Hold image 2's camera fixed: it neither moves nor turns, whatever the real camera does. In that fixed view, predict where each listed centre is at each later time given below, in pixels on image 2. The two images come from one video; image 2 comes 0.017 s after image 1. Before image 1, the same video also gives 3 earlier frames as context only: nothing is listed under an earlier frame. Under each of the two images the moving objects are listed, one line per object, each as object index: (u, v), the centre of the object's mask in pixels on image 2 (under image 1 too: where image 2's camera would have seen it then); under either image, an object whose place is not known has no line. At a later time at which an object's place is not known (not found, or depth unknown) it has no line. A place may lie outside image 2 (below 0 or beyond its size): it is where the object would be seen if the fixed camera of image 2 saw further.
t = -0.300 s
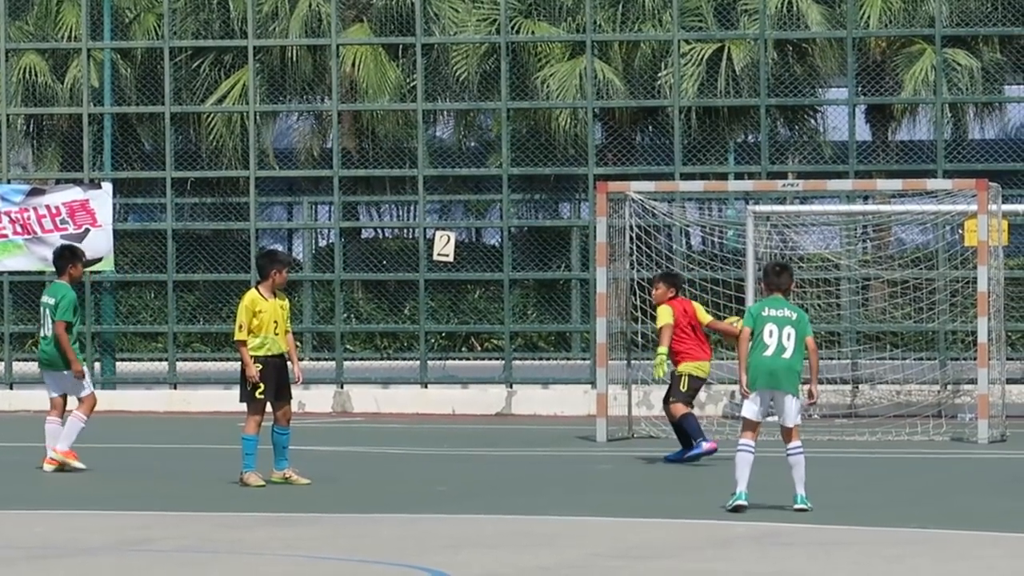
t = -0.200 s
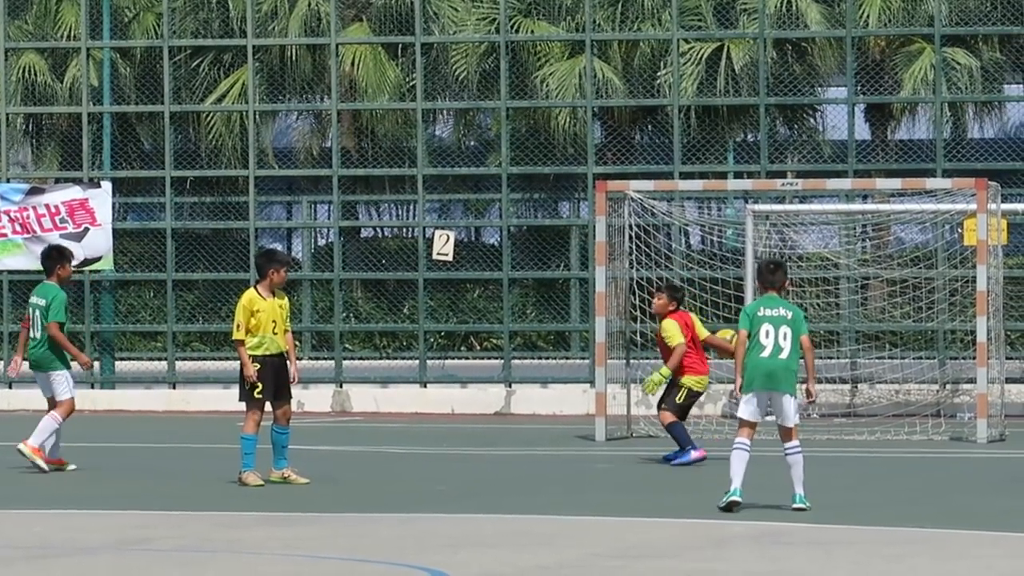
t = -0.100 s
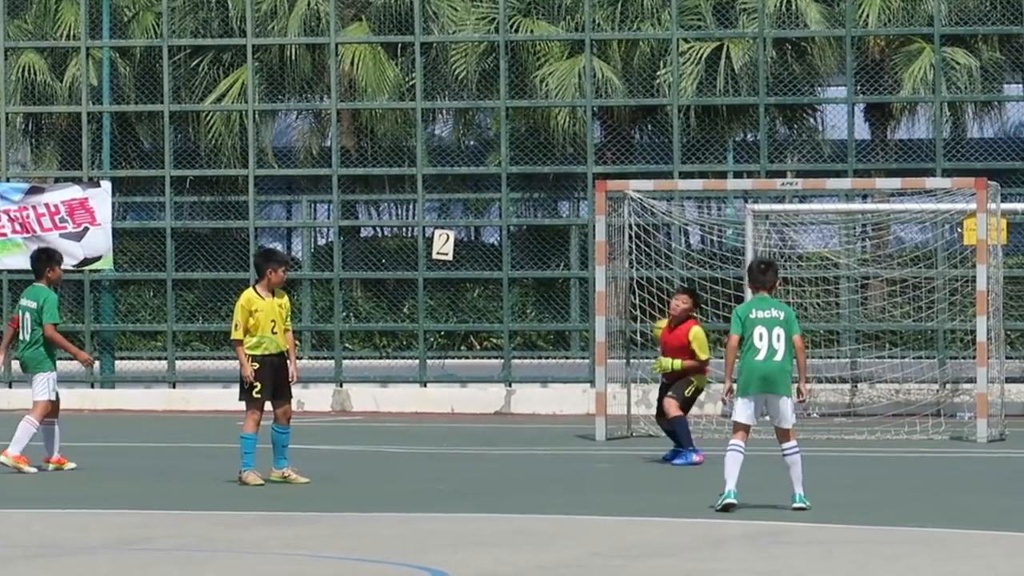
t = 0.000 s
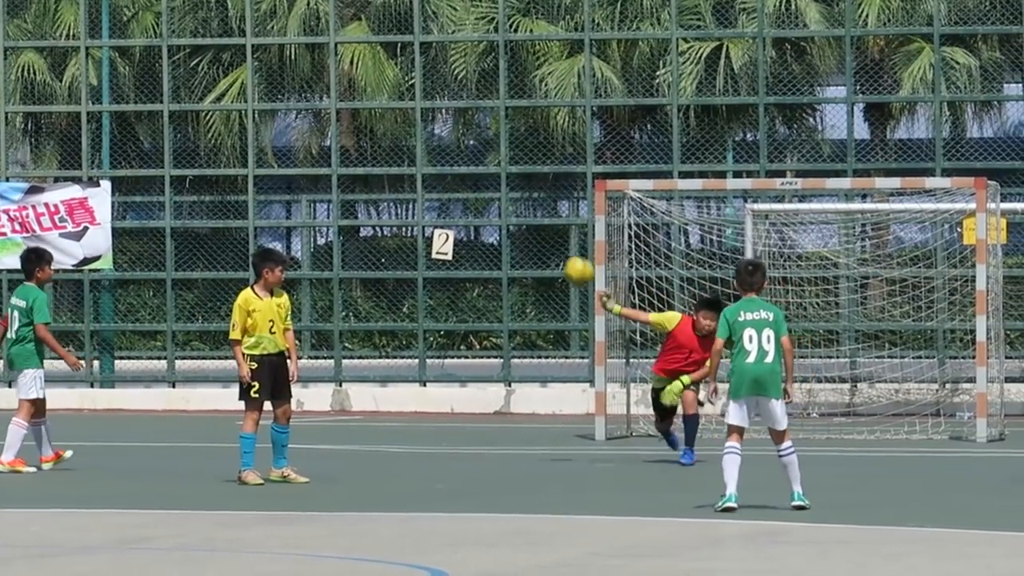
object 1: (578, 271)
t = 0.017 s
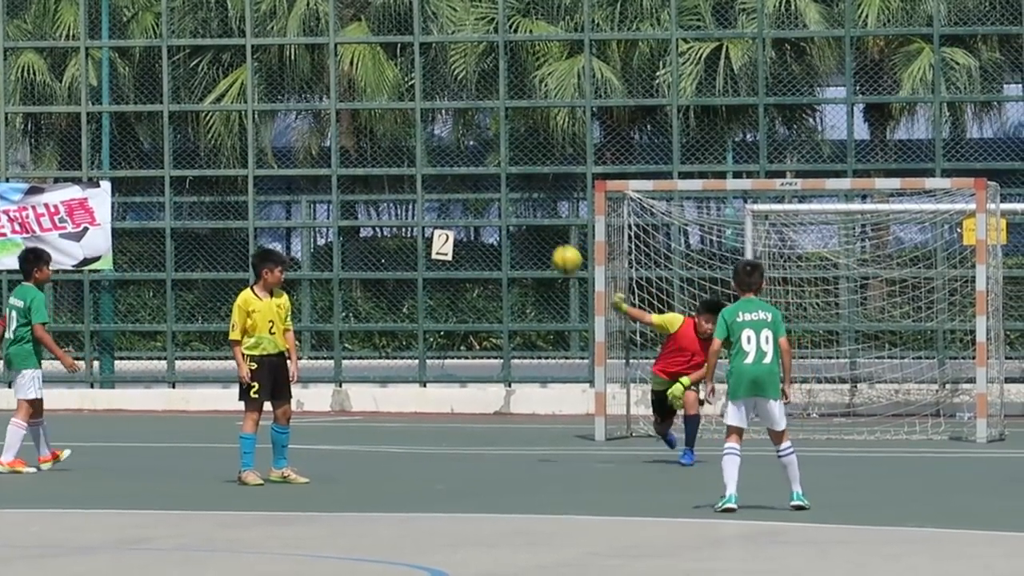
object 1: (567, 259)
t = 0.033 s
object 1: (554, 246)
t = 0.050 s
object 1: (542, 236)
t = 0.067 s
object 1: (529, 224)
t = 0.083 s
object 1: (517, 212)
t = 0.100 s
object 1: (503, 201)
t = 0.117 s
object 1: (490, 189)
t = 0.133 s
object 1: (477, 180)
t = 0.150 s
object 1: (464, 170)
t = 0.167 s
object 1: (450, 160)
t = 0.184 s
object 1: (437, 151)
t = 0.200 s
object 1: (423, 142)
